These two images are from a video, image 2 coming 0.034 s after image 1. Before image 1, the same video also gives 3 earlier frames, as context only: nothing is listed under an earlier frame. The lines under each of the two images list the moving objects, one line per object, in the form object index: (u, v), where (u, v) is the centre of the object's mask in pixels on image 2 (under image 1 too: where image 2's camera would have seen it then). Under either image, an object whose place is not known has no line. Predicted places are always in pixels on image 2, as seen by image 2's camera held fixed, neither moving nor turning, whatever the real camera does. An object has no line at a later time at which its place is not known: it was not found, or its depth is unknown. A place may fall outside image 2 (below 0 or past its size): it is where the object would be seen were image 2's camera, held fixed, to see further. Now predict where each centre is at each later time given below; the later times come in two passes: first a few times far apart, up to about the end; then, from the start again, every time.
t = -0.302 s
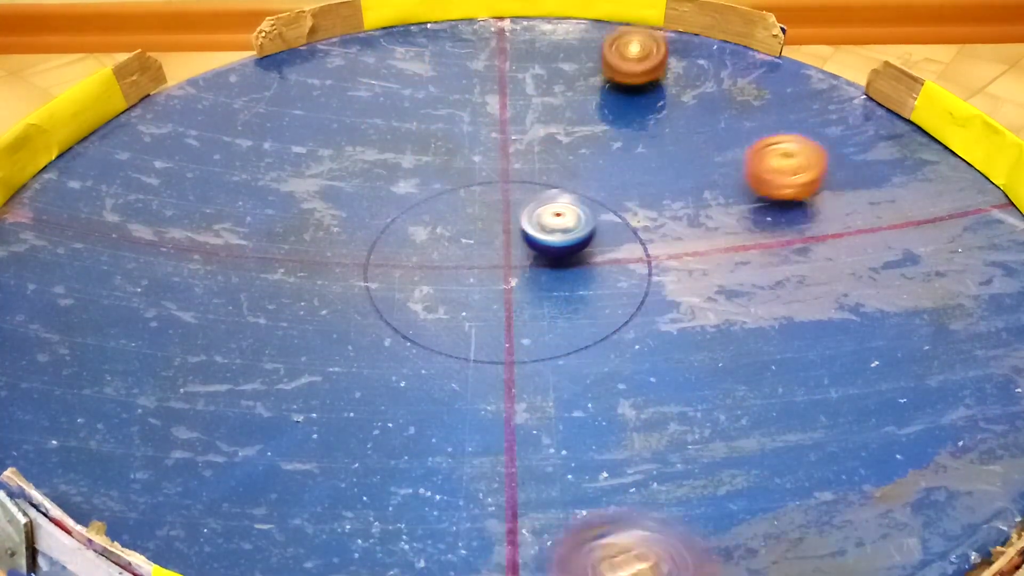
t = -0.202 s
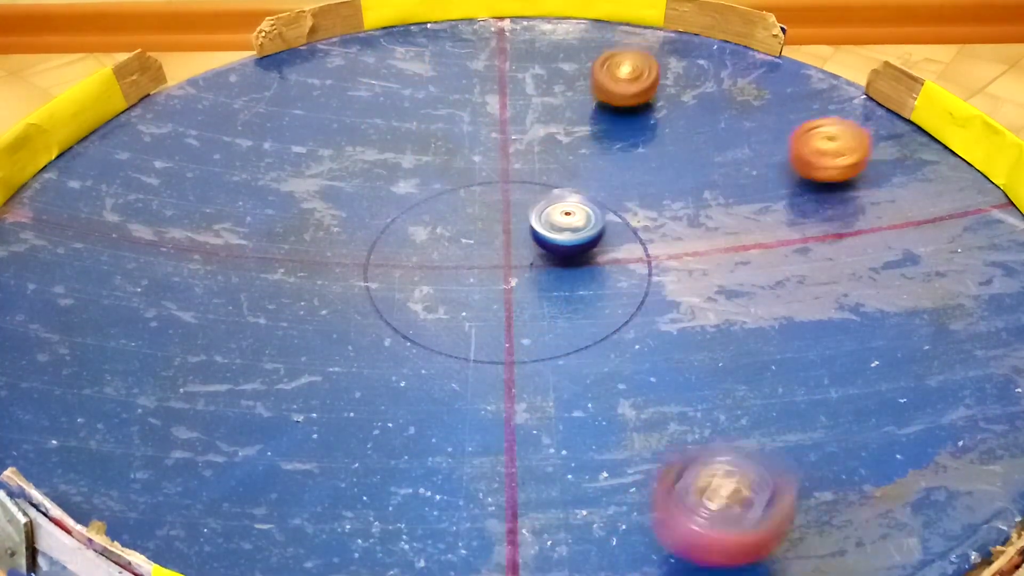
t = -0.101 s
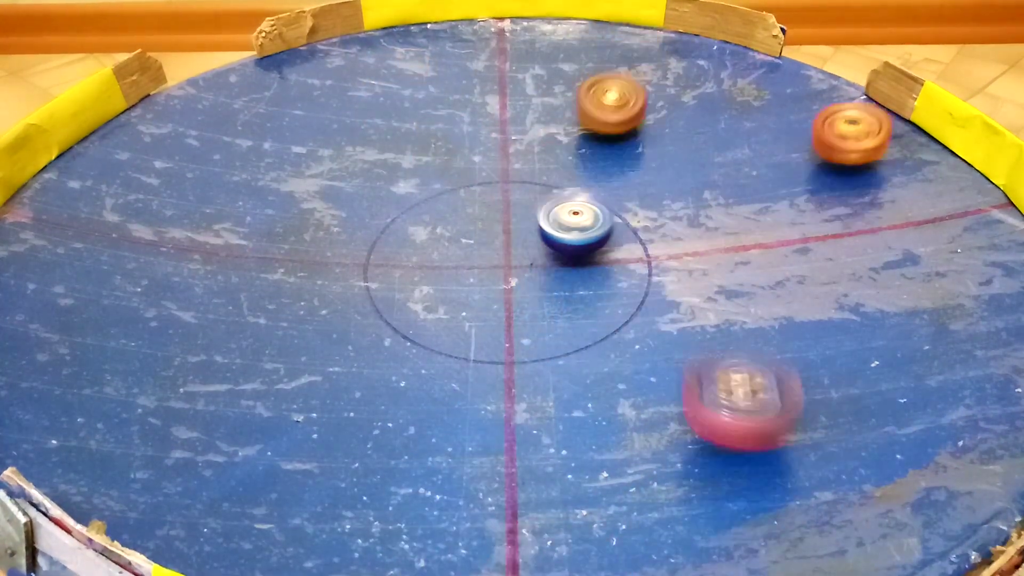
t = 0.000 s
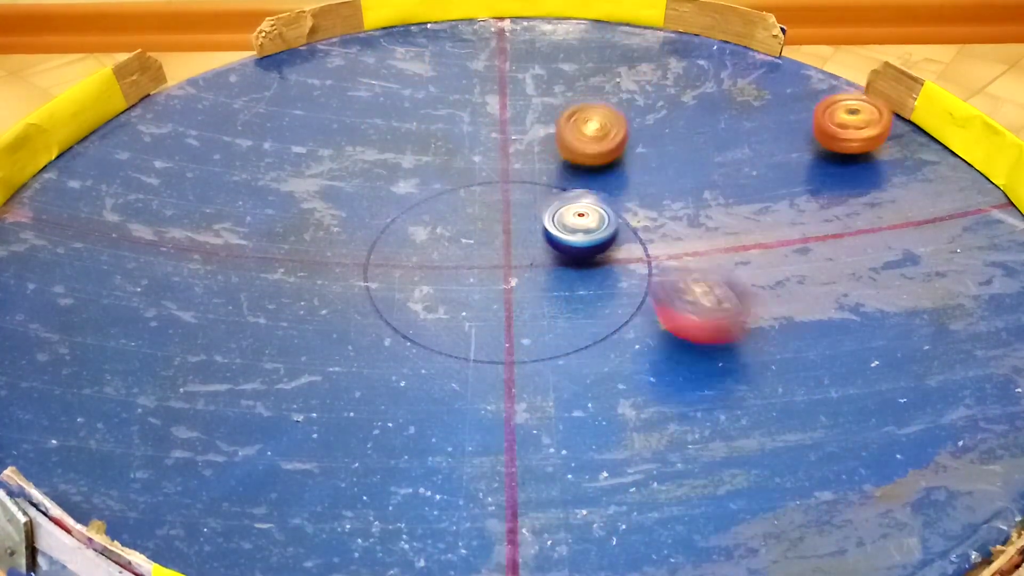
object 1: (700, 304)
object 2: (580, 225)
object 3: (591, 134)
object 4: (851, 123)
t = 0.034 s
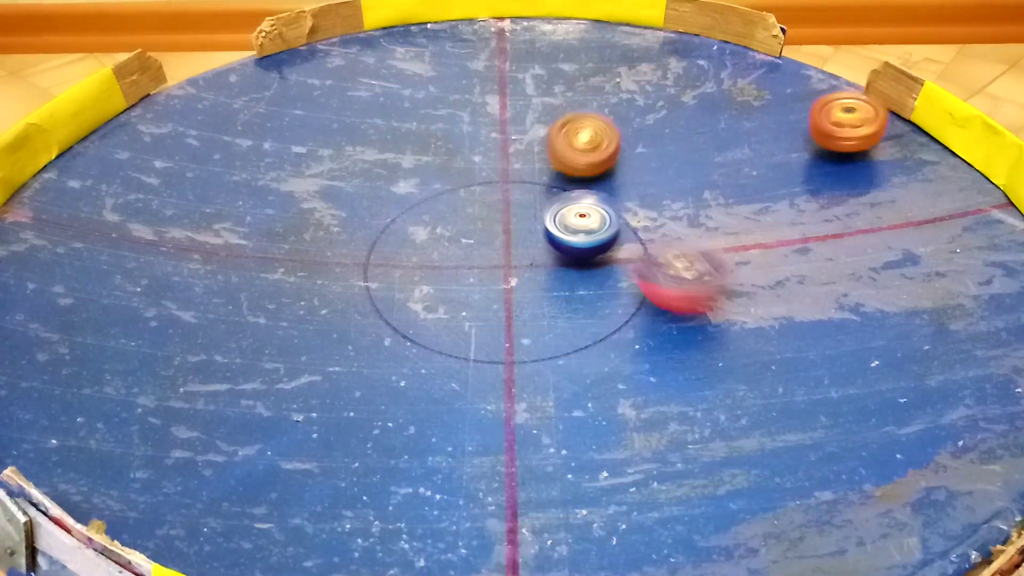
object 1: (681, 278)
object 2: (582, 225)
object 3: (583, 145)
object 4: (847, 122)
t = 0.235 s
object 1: (751, 212)
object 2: (339, 182)
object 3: (529, 169)
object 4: (791, 135)
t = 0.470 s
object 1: (614, 270)
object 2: (208, 128)
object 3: (463, 203)
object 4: (726, 135)
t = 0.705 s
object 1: (432, 391)
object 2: (200, 108)
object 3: (404, 237)
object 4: (633, 175)
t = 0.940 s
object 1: (468, 489)
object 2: (238, 133)
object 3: (341, 267)
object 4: (589, 261)
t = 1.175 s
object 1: (667, 417)
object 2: (285, 198)
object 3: (312, 285)
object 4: (673, 334)
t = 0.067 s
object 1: (661, 253)
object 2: (578, 226)
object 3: (575, 155)
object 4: (841, 121)
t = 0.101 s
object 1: (683, 243)
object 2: (531, 209)
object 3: (565, 161)
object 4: (832, 121)
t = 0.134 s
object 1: (709, 236)
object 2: (475, 200)
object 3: (556, 166)
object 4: (822, 123)
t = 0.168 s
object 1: (729, 227)
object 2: (424, 197)
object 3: (547, 165)
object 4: (813, 126)
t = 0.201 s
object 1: (743, 221)
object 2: (379, 190)
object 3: (537, 166)
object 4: (803, 129)
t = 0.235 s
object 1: (751, 212)
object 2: (339, 182)
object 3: (529, 169)
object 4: (791, 135)
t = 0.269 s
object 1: (753, 207)
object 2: (304, 175)
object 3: (521, 172)
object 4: (778, 142)
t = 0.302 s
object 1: (747, 202)
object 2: (276, 167)
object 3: (513, 177)
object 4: (766, 146)
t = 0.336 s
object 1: (728, 212)
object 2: (256, 158)
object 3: (503, 183)
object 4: (758, 145)
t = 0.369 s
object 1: (703, 228)
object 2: (239, 150)
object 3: (493, 188)
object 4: (753, 140)
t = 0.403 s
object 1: (677, 241)
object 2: (226, 143)
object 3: (483, 194)
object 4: (745, 137)
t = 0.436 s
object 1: (643, 257)
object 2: (216, 135)
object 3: (474, 199)
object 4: (737, 135)
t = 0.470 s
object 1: (614, 270)
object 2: (208, 128)
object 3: (463, 203)
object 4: (726, 135)
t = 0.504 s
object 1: (583, 287)
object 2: (201, 121)
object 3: (454, 207)
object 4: (715, 136)
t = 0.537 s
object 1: (556, 303)
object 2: (198, 116)
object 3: (444, 210)
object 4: (702, 139)
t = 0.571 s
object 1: (524, 322)
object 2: (196, 113)
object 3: (438, 214)
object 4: (688, 144)
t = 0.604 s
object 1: (495, 336)
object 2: (196, 111)
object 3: (431, 220)
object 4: (674, 150)
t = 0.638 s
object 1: (469, 357)
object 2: (196, 110)
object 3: (422, 226)
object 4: (660, 157)
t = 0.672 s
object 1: (450, 372)
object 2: (198, 108)
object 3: (413, 232)
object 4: (645, 166)
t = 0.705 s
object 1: (432, 391)
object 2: (200, 108)
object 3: (404, 237)
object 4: (633, 175)
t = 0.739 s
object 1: (420, 408)
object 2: (205, 109)
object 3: (395, 242)
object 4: (622, 186)
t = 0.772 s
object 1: (413, 425)
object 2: (211, 113)
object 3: (385, 247)
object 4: (613, 197)
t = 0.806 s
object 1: (411, 440)
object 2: (217, 117)
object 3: (375, 252)
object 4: (605, 208)
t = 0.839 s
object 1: (417, 457)
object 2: (222, 117)
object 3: (366, 255)
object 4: (597, 221)
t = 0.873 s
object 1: (429, 469)
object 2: (227, 122)
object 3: (358, 260)
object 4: (592, 235)
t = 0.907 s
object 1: (447, 481)
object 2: (233, 127)
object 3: (349, 263)
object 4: (589, 248)
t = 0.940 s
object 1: (468, 489)
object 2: (238, 133)
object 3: (341, 267)
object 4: (589, 261)
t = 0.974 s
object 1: (496, 495)
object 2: (244, 140)
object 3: (333, 271)
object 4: (592, 274)
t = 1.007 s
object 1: (528, 496)
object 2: (250, 148)
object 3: (326, 275)
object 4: (599, 287)
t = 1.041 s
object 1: (566, 492)
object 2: (256, 156)
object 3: (320, 277)
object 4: (608, 299)
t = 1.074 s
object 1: (600, 483)
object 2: (263, 167)
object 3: (316, 279)
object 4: (621, 311)
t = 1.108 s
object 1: (630, 462)
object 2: (269, 176)
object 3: (315, 281)
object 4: (636, 321)
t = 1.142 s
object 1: (652, 442)
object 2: (274, 183)
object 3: (313, 283)
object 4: (654, 329)
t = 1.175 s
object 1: (667, 417)
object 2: (285, 198)
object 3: (312, 285)
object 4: (673, 334)
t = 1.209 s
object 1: (663, 398)
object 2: (291, 207)
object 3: (310, 286)
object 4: (703, 321)
